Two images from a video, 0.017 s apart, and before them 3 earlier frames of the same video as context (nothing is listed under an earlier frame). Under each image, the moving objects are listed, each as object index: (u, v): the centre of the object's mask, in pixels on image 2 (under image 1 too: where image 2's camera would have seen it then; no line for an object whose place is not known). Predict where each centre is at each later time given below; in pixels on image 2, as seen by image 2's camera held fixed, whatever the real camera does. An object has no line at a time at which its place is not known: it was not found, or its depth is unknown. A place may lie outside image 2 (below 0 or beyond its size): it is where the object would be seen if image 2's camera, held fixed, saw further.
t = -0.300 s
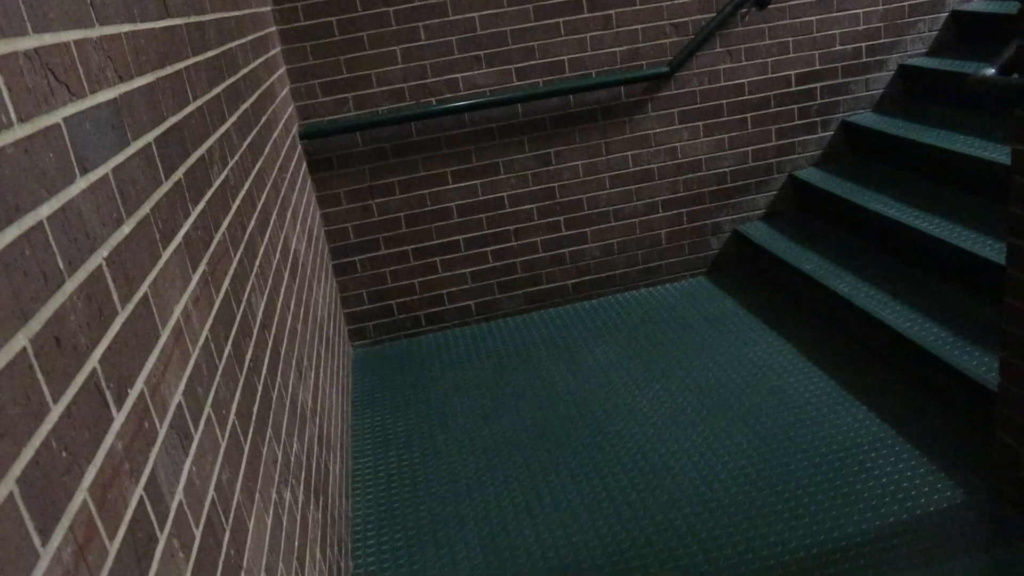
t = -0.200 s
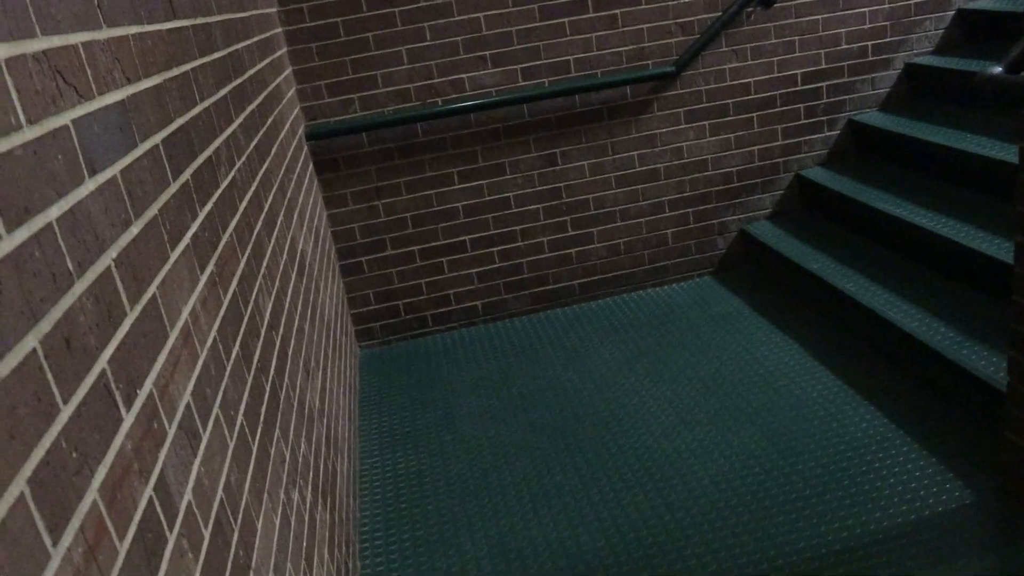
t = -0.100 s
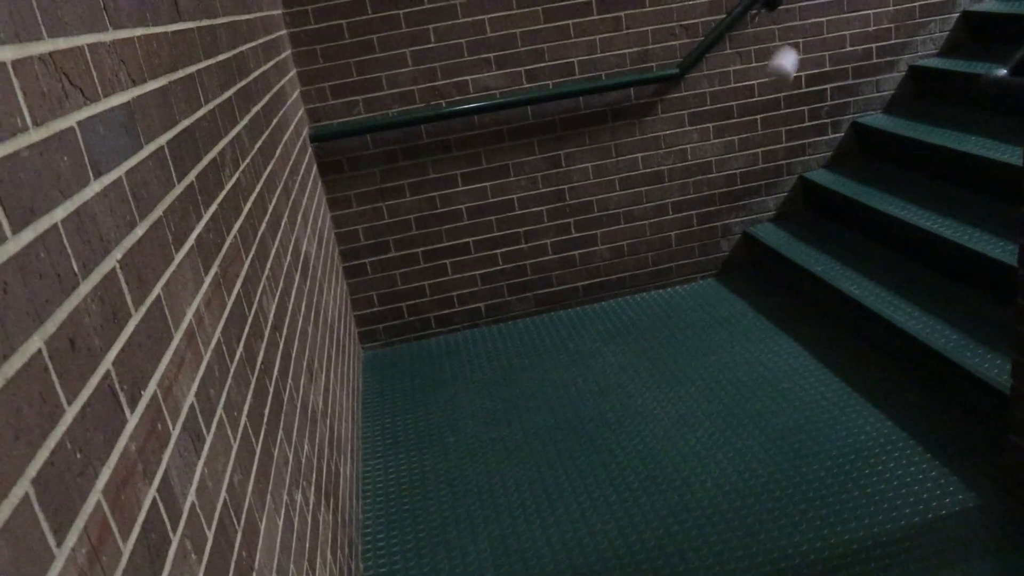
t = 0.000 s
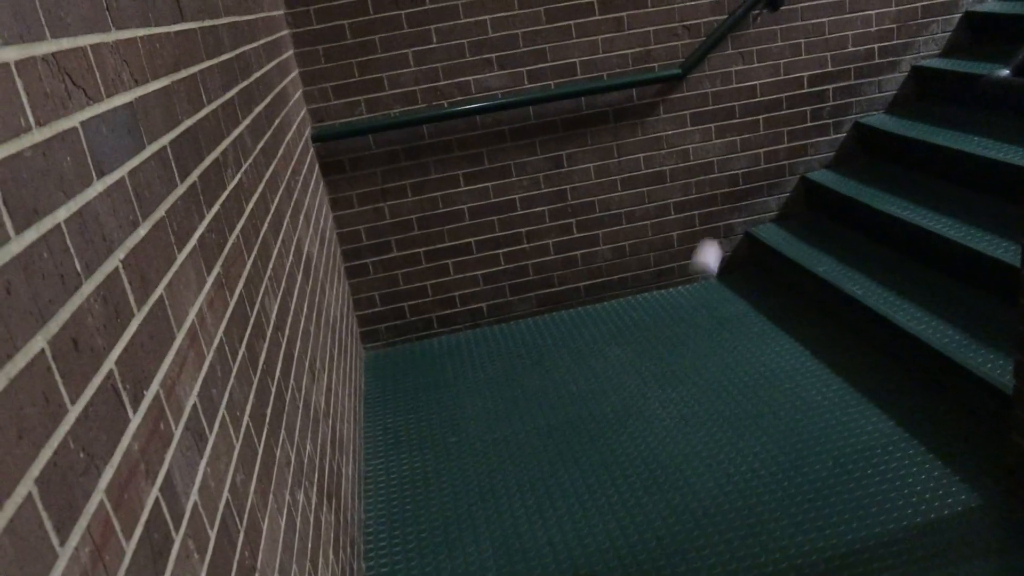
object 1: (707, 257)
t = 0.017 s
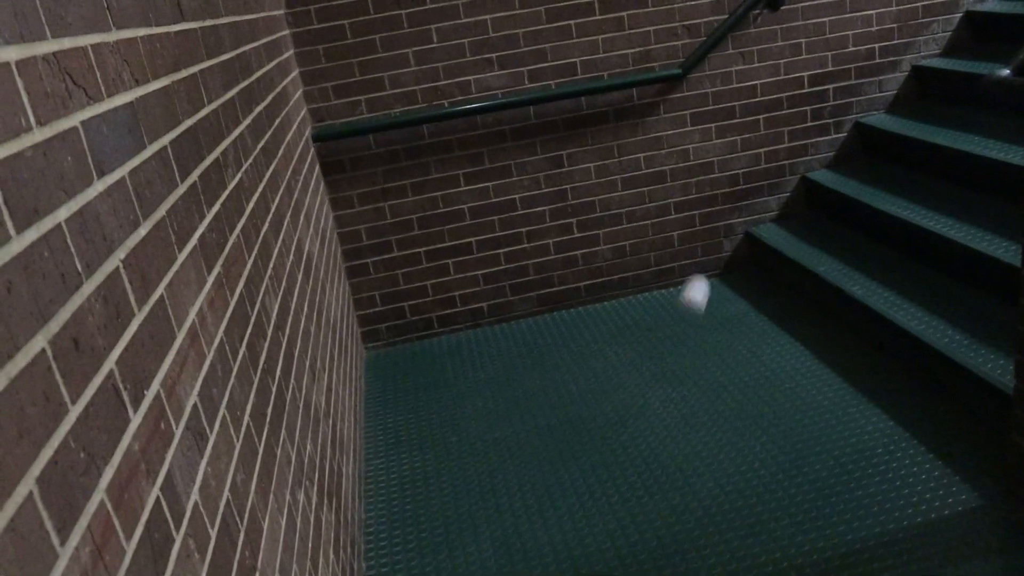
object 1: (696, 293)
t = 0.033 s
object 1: (682, 332)
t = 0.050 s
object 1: (670, 370)
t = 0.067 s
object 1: (659, 408)
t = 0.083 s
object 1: (647, 448)
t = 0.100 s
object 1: (636, 488)
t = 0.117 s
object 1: (624, 529)
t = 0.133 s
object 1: (614, 566)
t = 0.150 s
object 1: (595, 568)
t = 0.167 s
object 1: (575, 556)
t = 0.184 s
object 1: (555, 544)
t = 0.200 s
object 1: (535, 532)
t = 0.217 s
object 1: (514, 521)
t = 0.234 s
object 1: (492, 508)
